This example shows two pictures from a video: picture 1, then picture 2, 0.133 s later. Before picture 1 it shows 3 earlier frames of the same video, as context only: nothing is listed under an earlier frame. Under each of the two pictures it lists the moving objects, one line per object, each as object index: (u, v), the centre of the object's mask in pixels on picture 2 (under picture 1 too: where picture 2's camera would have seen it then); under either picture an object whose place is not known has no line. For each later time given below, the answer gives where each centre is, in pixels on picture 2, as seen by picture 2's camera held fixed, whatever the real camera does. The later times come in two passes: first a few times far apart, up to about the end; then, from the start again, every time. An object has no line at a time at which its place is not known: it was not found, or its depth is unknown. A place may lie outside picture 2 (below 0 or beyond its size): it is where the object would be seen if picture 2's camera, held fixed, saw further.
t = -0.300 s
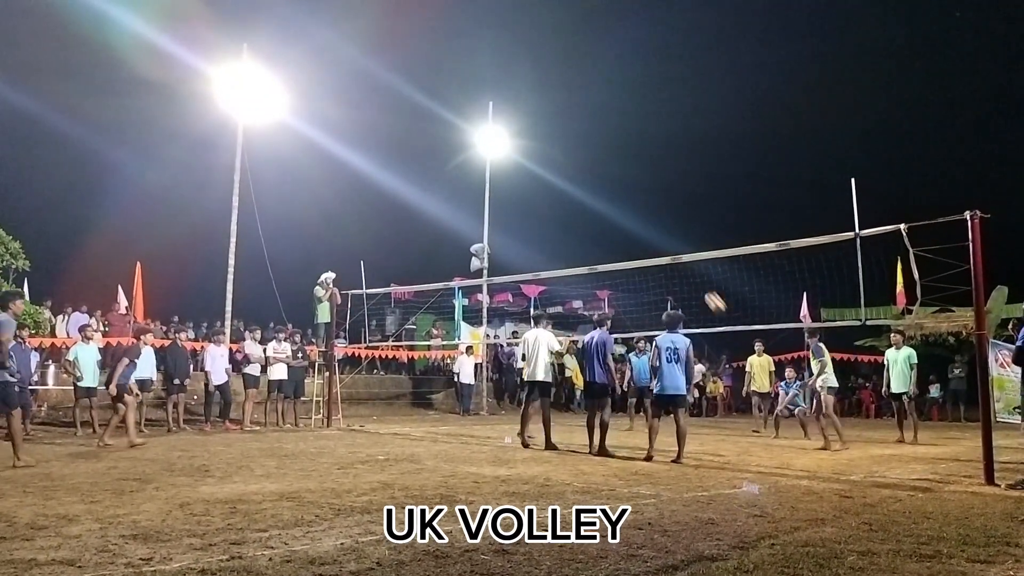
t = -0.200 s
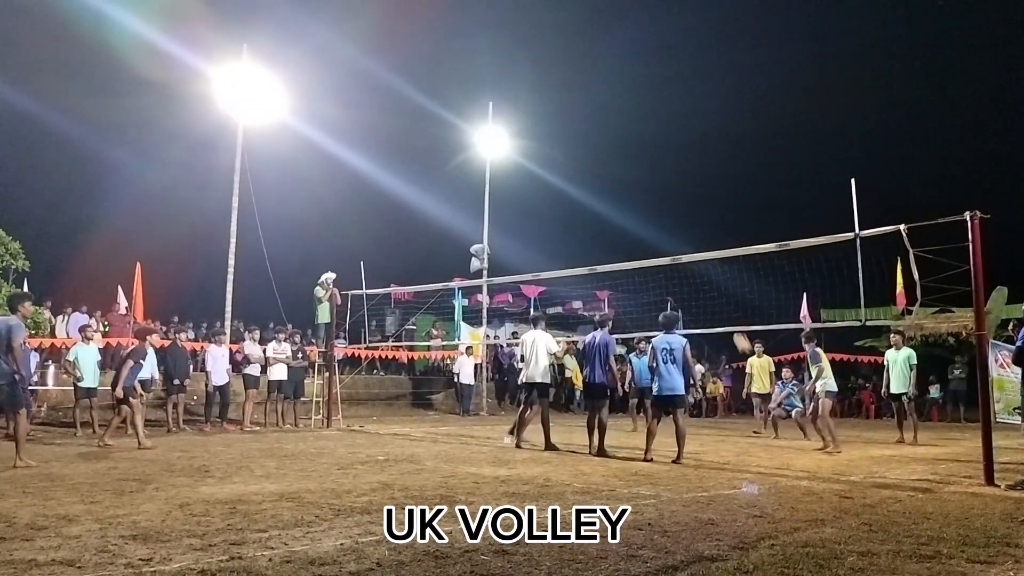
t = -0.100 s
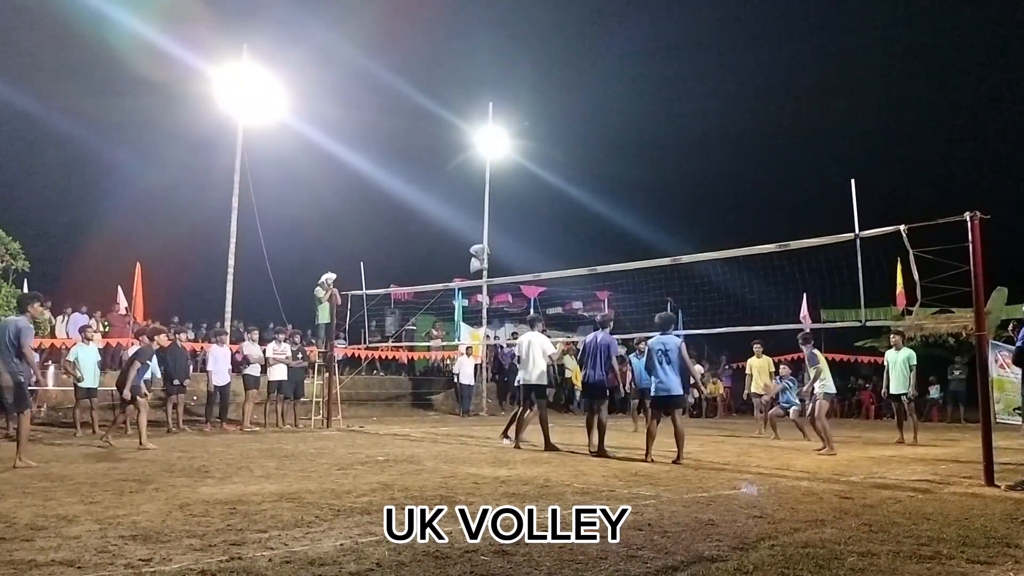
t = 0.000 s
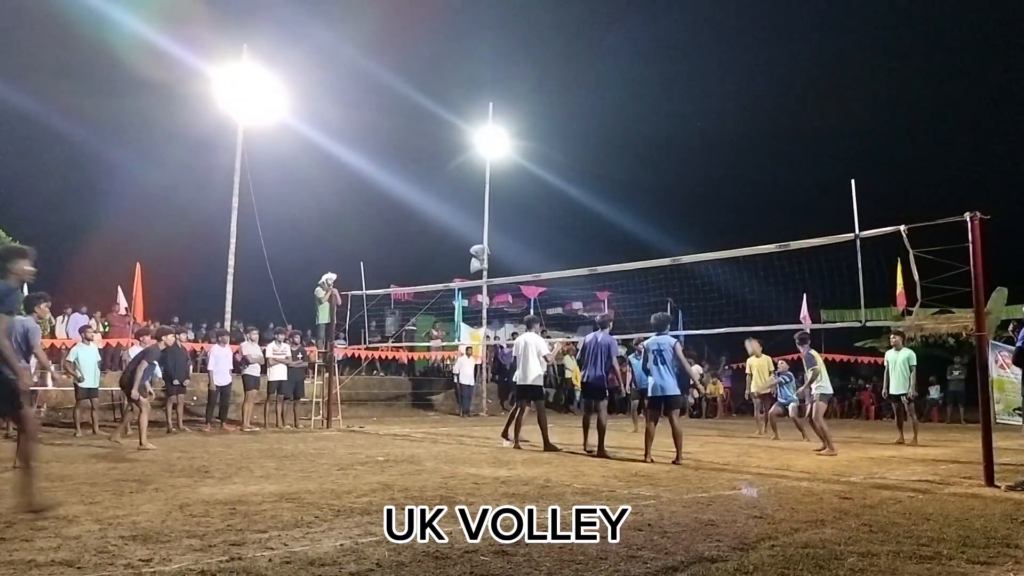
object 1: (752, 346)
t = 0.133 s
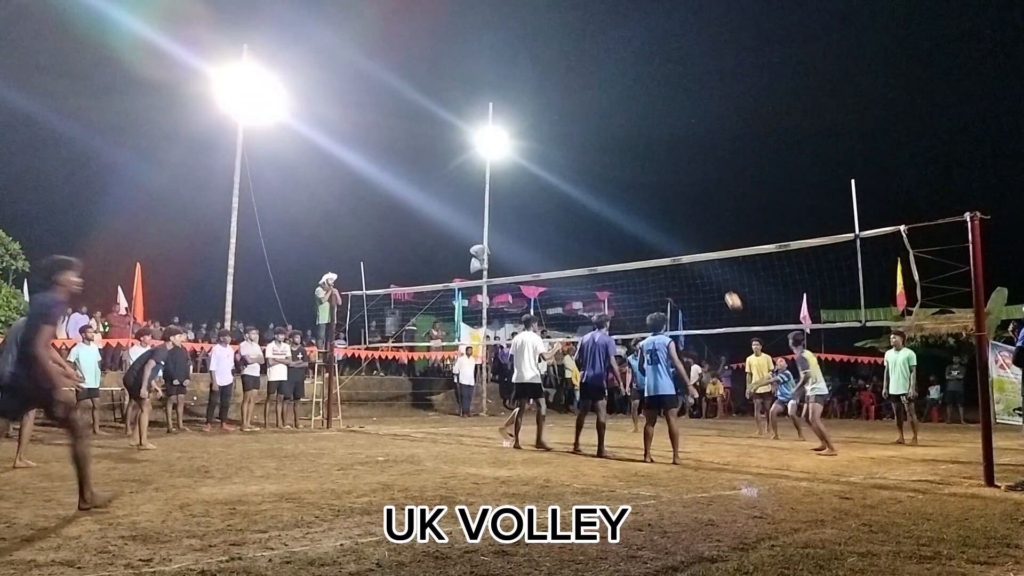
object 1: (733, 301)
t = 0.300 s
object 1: (710, 257)
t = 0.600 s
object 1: (670, 222)
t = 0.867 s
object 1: (634, 236)
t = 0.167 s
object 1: (728, 291)
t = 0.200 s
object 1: (724, 282)
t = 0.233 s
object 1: (719, 273)
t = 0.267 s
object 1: (715, 265)
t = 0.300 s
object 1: (710, 257)
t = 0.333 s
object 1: (705, 248)
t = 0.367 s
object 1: (701, 244)
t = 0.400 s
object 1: (697, 239)
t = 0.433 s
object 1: (692, 235)
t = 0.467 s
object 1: (688, 231)
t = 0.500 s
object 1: (683, 228)
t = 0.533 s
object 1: (679, 225)
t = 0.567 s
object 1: (674, 223)
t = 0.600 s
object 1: (670, 222)
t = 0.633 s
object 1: (665, 221)
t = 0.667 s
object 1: (661, 221)
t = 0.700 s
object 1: (656, 222)
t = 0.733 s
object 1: (652, 224)
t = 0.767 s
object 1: (648, 225)
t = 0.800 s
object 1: (643, 228)
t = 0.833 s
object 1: (638, 232)
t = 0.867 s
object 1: (634, 236)
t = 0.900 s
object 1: (629, 241)
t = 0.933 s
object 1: (625, 246)
